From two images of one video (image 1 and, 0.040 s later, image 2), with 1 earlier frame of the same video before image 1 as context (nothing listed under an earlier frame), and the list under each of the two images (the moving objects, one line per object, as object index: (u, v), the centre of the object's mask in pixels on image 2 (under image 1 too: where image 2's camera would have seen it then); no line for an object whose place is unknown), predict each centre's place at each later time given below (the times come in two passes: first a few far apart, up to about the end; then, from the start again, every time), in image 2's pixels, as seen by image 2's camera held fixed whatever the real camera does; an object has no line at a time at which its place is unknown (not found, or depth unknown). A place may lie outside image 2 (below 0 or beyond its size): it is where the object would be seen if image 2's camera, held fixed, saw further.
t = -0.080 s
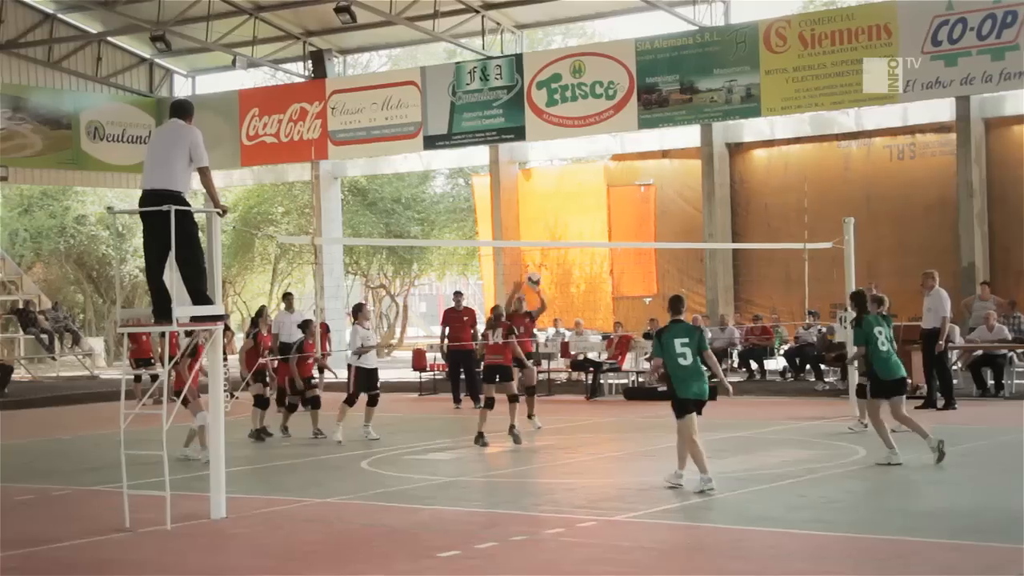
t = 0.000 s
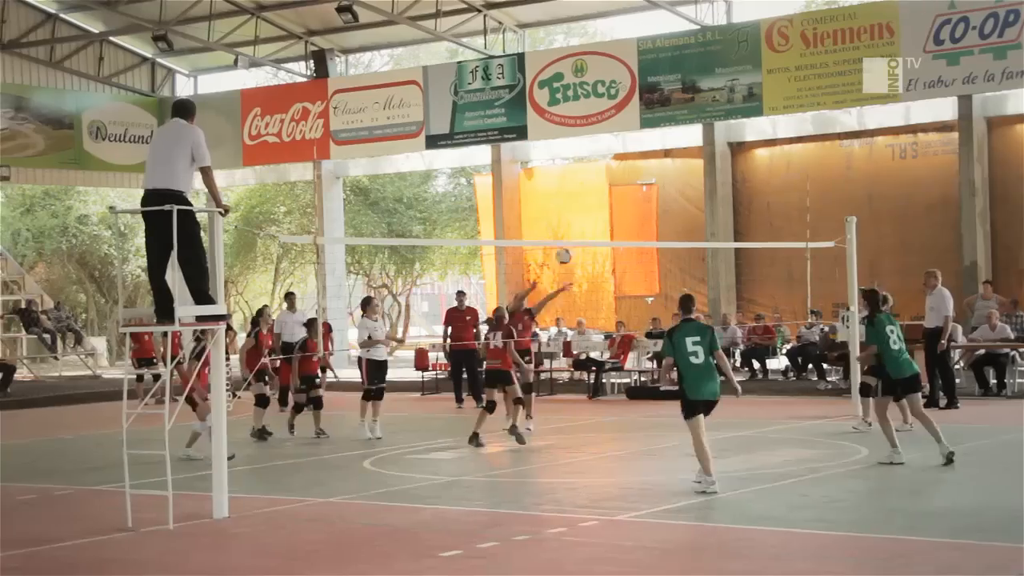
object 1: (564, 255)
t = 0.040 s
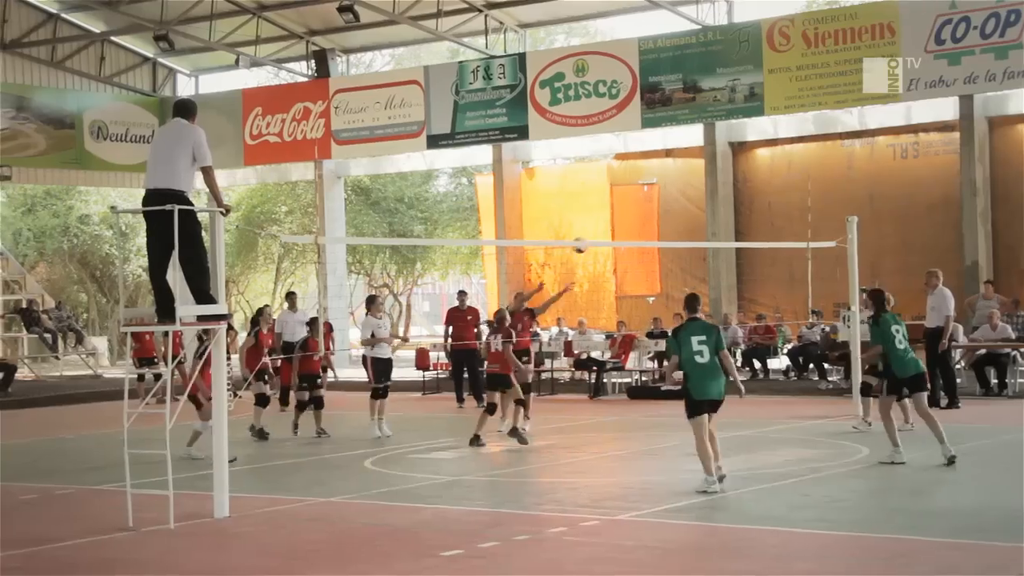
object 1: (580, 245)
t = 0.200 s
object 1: (641, 214)
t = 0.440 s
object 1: (745, 207)
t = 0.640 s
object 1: (844, 240)
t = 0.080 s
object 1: (594, 234)
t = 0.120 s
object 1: (610, 227)
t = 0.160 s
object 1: (626, 220)
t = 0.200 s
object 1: (641, 214)
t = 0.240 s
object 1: (658, 210)
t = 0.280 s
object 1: (677, 207)
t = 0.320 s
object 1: (692, 205)
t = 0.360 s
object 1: (711, 203)
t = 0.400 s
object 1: (730, 203)
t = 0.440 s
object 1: (745, 207)
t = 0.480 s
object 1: (764, 210)
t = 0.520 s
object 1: (784, 214)
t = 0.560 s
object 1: (804, 222)
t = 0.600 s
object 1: (825, 230)
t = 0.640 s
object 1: (844, 240)
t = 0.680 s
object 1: (867, 251)
